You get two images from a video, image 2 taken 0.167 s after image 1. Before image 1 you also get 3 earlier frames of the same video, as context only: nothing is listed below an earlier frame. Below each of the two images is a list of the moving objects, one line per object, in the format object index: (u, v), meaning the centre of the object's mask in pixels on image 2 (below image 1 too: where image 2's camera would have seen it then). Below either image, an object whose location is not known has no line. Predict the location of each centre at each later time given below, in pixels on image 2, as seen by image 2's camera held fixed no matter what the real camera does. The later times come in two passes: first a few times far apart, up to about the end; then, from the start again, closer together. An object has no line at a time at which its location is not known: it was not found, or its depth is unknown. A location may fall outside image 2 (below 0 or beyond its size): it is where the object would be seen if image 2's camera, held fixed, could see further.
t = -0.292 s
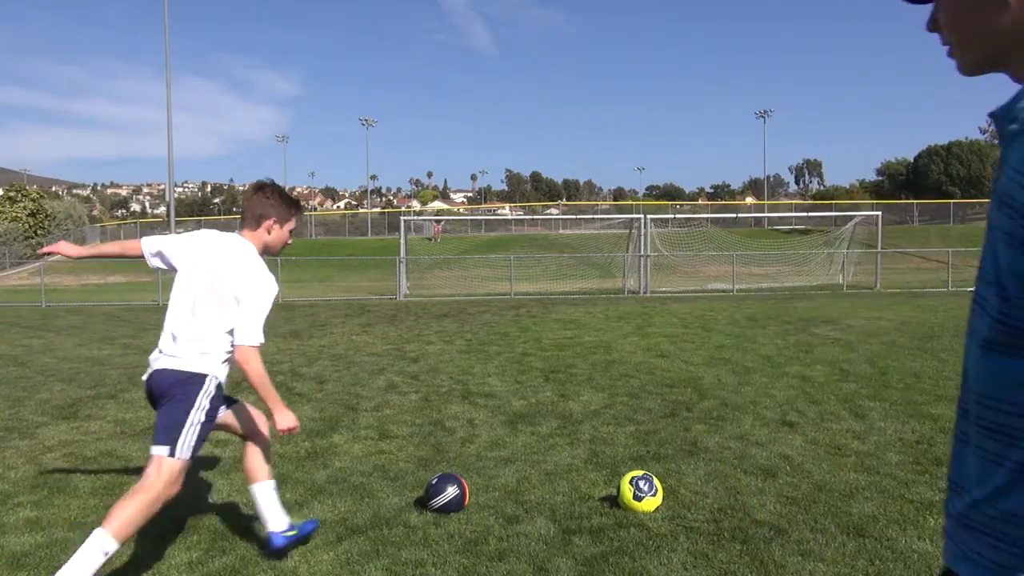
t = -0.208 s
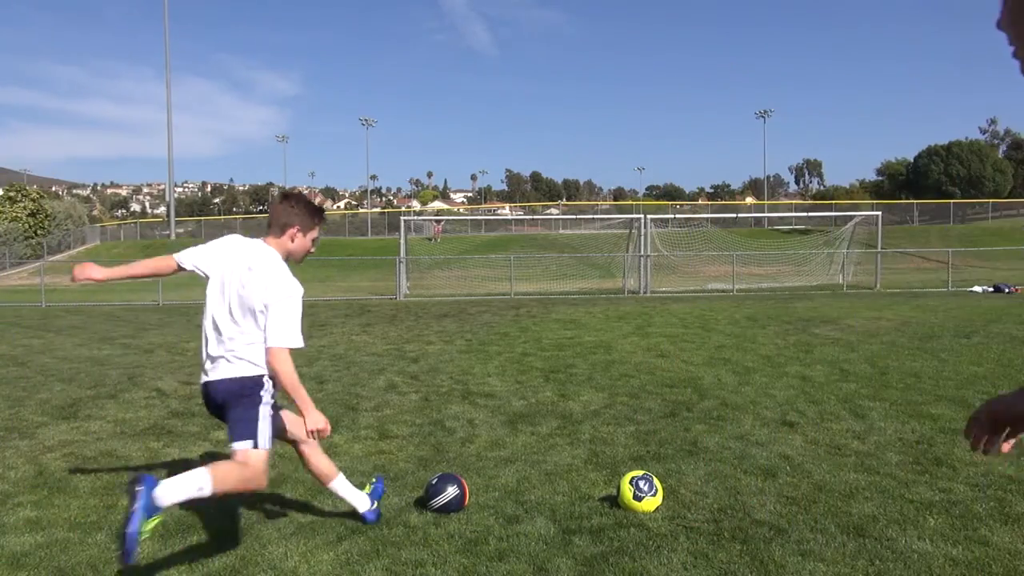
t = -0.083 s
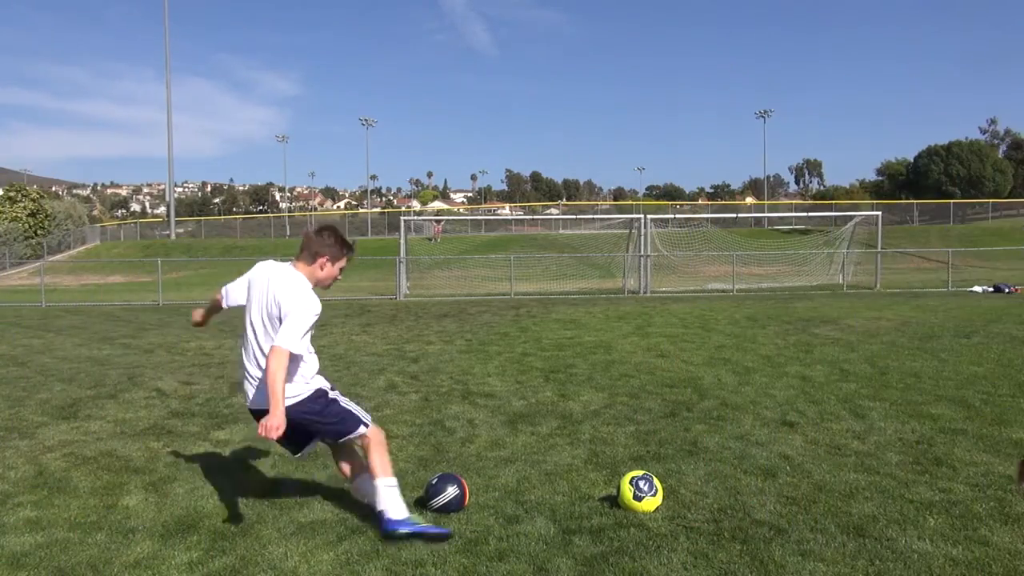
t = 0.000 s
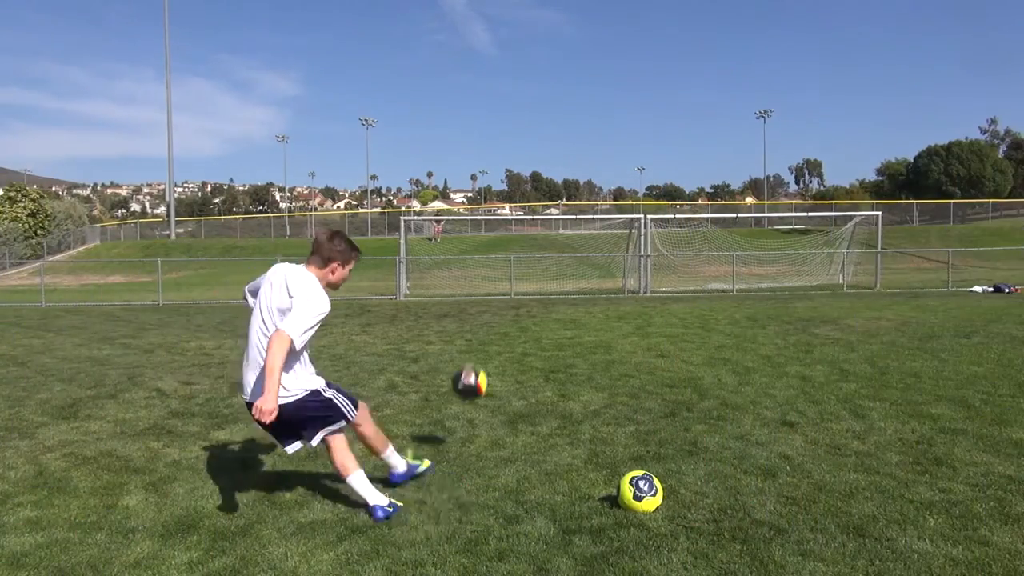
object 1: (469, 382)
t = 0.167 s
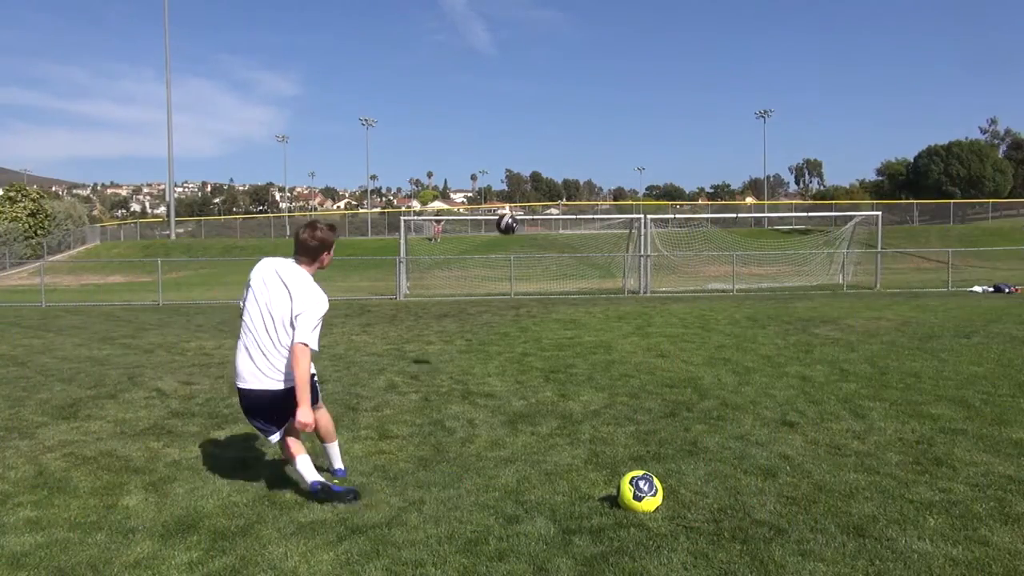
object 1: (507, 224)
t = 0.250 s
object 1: (519, 190)
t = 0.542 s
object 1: (543, 157)
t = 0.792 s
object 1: (554, 171)
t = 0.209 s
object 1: (513, 204)
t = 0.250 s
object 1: (519, 190)
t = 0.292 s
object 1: (524, 178)
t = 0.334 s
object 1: (528, 170)
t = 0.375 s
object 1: (532, 165)
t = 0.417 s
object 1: (535, 161)
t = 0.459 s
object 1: (538, 158)
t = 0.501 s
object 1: (541, 157)
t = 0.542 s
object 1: (543, 157)
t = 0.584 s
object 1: (545, 157)
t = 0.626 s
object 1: (548, 159)
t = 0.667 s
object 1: (549, 161)
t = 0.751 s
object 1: (553, 168)
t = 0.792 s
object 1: (554, 171)
